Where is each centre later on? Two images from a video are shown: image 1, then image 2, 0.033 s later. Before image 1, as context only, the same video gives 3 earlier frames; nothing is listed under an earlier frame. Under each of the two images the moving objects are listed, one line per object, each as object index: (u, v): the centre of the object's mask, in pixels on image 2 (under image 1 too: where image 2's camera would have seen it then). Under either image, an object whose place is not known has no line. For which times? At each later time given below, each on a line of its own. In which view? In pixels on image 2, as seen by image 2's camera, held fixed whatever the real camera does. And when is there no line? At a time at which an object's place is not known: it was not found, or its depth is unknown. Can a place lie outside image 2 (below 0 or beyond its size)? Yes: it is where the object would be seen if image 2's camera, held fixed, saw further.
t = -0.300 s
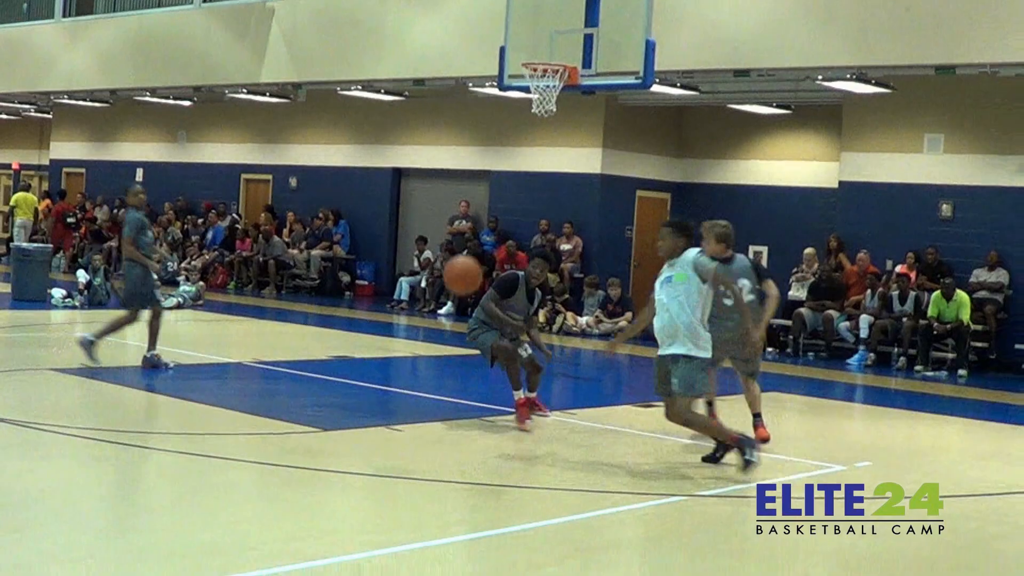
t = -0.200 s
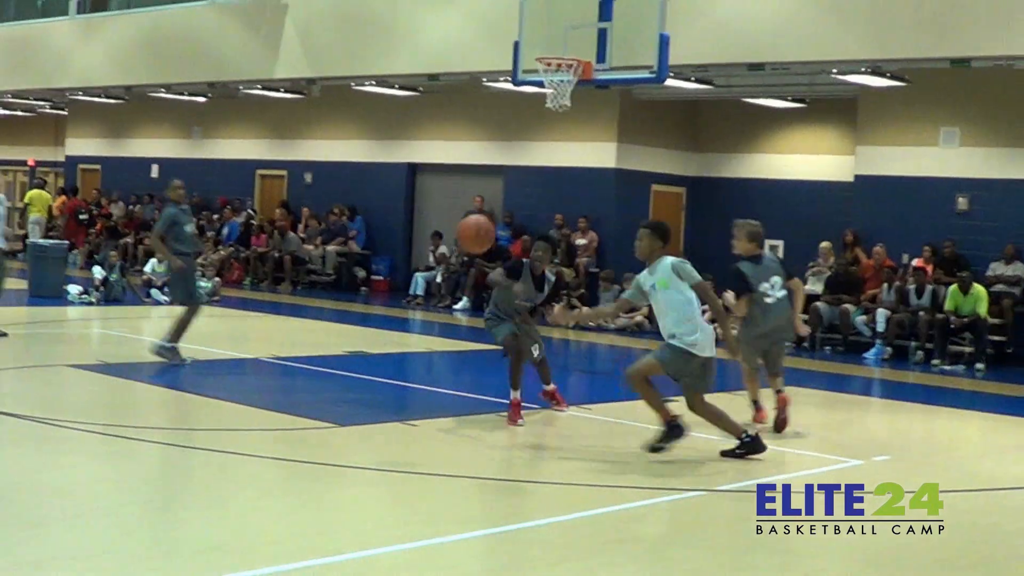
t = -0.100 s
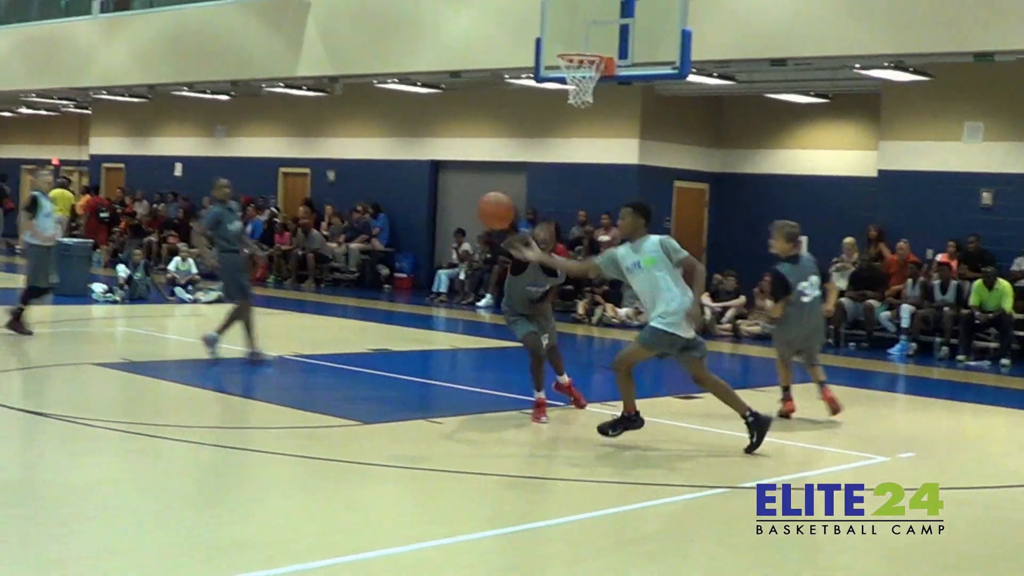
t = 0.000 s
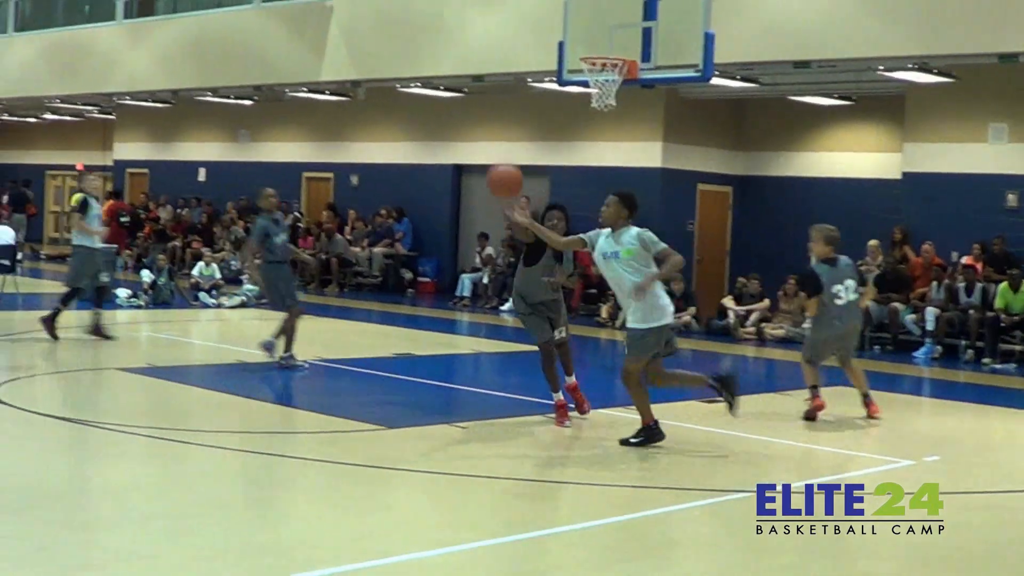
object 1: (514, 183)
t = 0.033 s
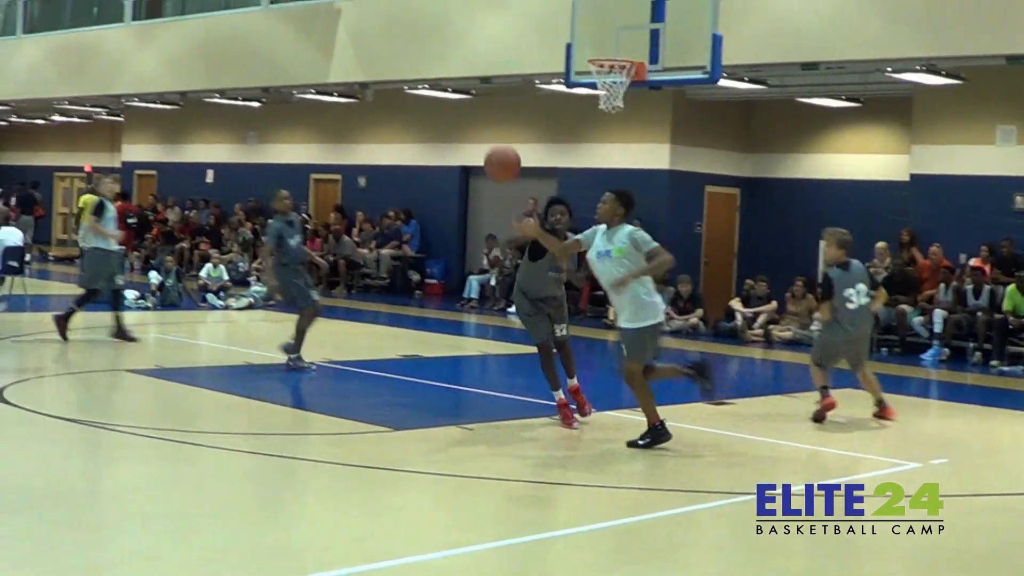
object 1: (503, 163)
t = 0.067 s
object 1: (492, 145)
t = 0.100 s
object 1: (482, 129)
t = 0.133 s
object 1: (471, 116)
